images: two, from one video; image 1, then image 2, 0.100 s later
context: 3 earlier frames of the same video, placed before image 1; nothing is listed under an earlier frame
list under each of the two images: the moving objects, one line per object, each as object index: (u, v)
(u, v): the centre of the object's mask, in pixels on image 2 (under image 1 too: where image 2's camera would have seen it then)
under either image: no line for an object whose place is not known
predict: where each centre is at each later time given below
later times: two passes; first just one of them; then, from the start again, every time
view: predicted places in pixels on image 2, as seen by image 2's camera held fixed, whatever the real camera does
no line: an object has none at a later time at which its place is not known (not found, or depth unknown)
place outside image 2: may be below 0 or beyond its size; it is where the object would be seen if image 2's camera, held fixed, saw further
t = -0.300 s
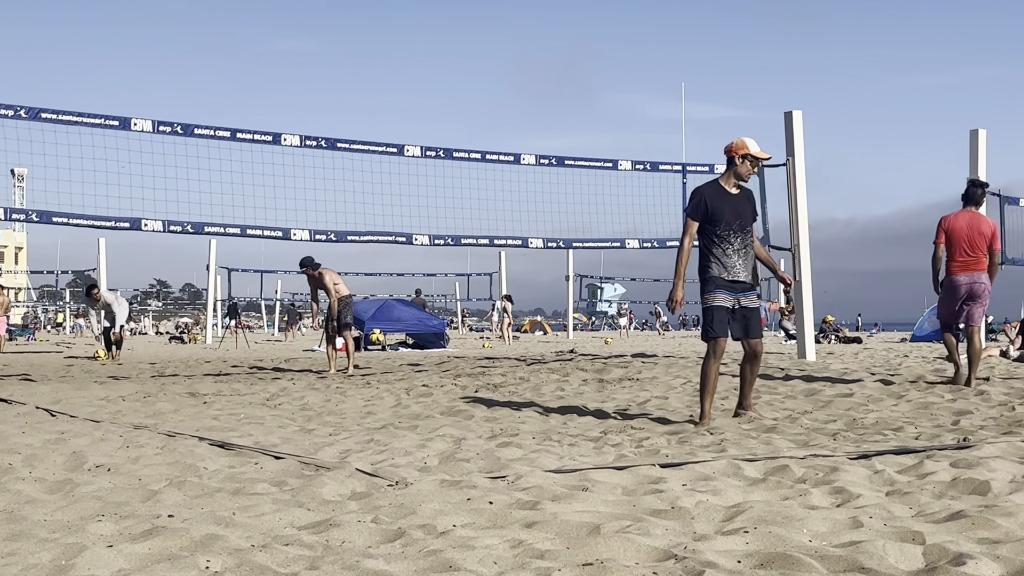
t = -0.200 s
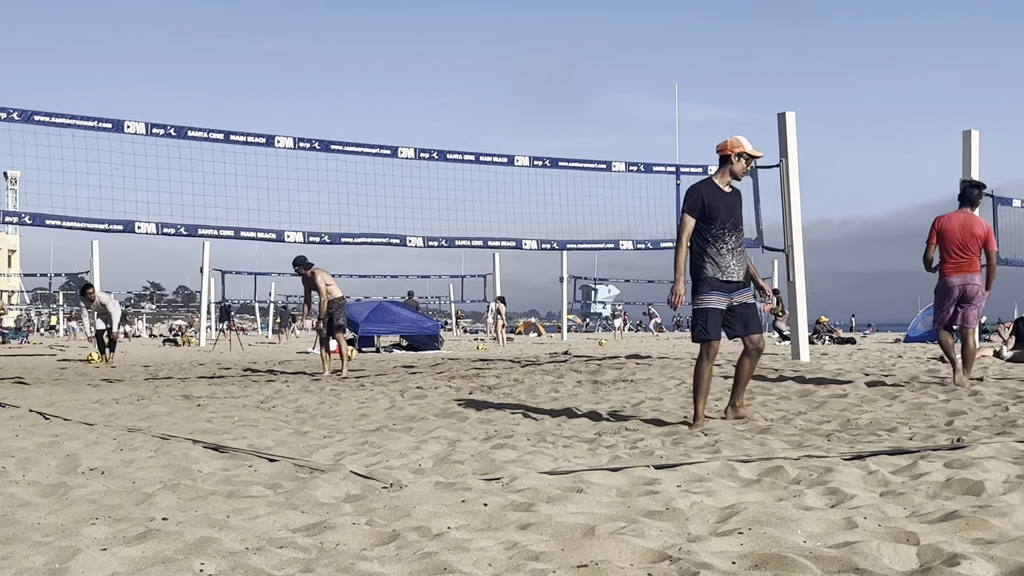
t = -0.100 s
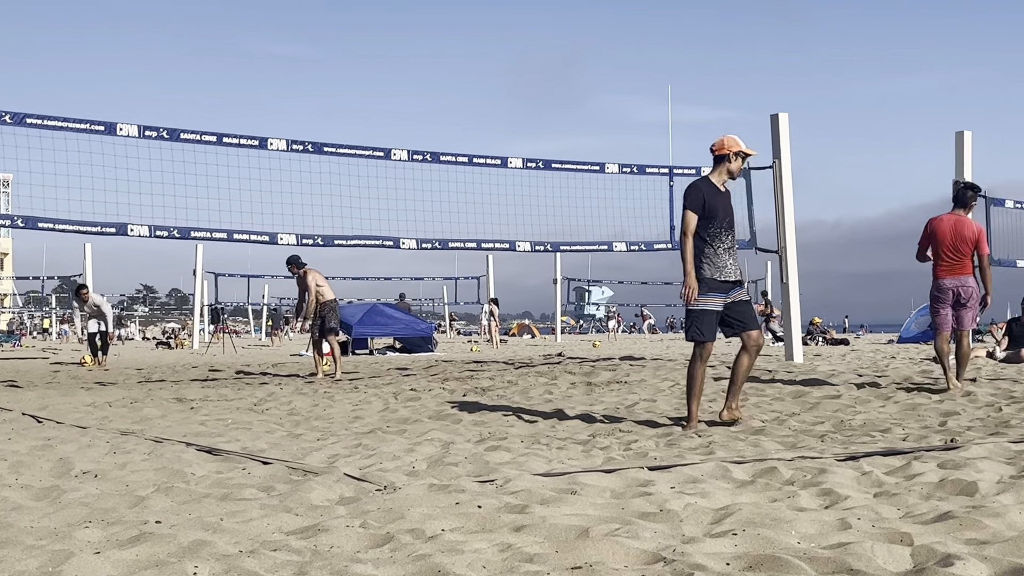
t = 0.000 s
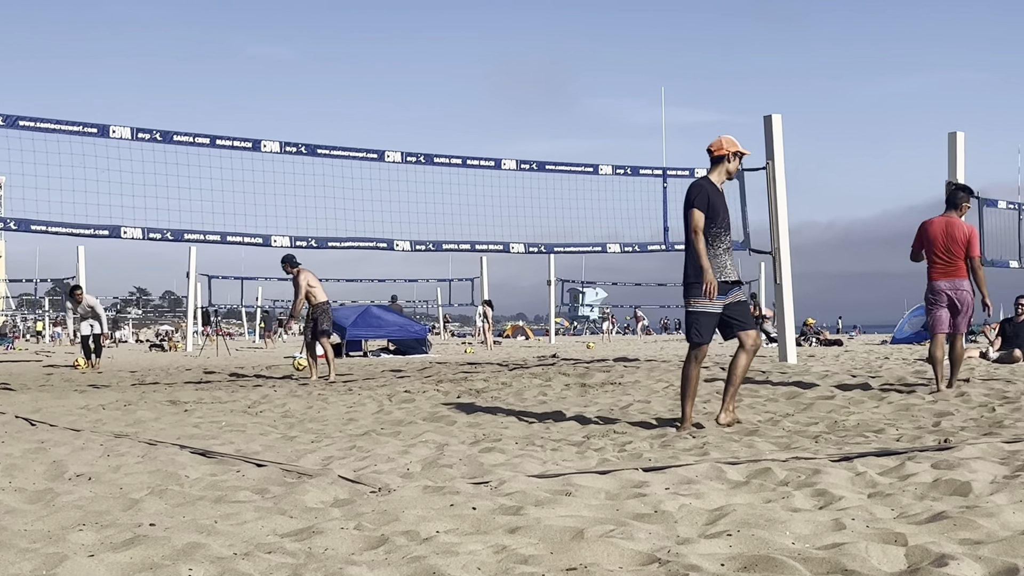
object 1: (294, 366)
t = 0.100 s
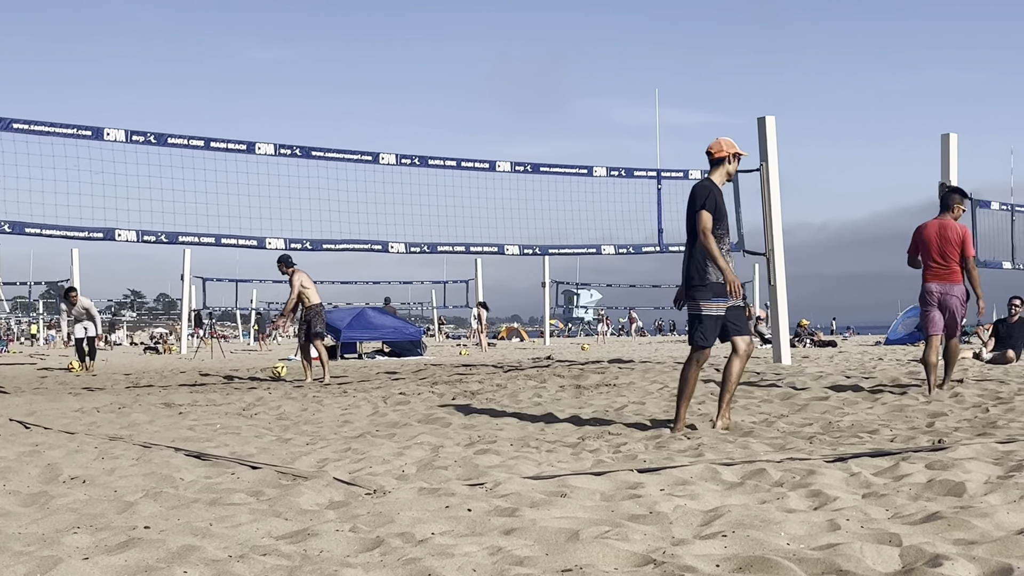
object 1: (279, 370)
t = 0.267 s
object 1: (262, 360)
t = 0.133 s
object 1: (274, 372)
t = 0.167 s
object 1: (271, 368)
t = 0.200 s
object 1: (268, 365)
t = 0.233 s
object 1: (265, 362)
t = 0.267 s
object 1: (262, 360)
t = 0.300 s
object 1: (259, 359)
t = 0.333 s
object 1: (257, 358)
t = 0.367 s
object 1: (254, 358)
